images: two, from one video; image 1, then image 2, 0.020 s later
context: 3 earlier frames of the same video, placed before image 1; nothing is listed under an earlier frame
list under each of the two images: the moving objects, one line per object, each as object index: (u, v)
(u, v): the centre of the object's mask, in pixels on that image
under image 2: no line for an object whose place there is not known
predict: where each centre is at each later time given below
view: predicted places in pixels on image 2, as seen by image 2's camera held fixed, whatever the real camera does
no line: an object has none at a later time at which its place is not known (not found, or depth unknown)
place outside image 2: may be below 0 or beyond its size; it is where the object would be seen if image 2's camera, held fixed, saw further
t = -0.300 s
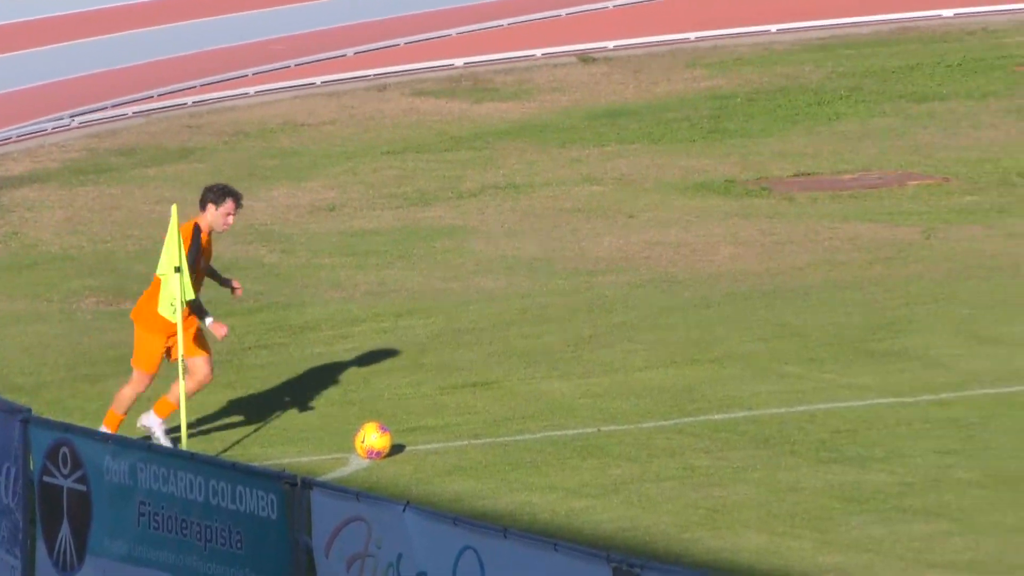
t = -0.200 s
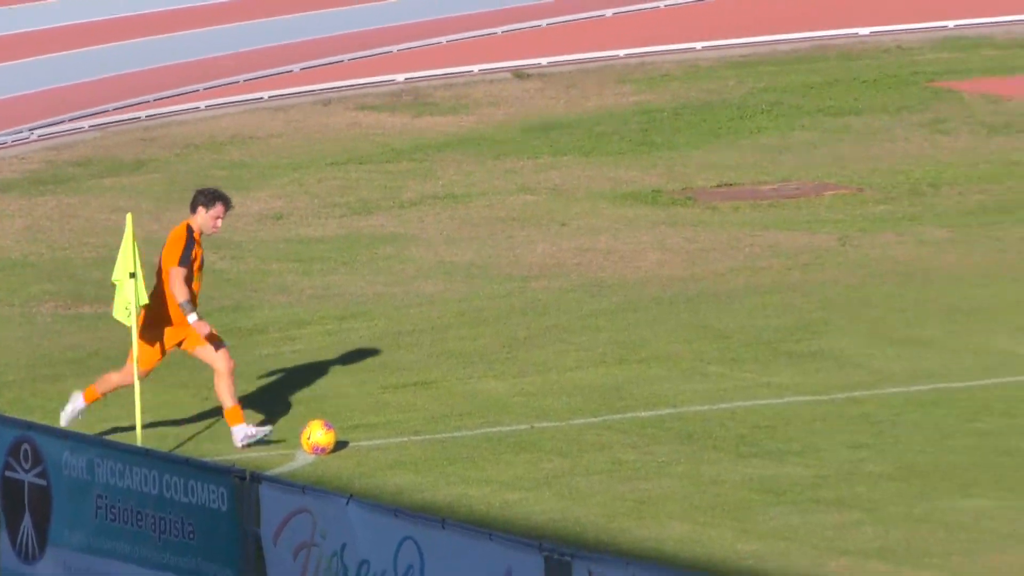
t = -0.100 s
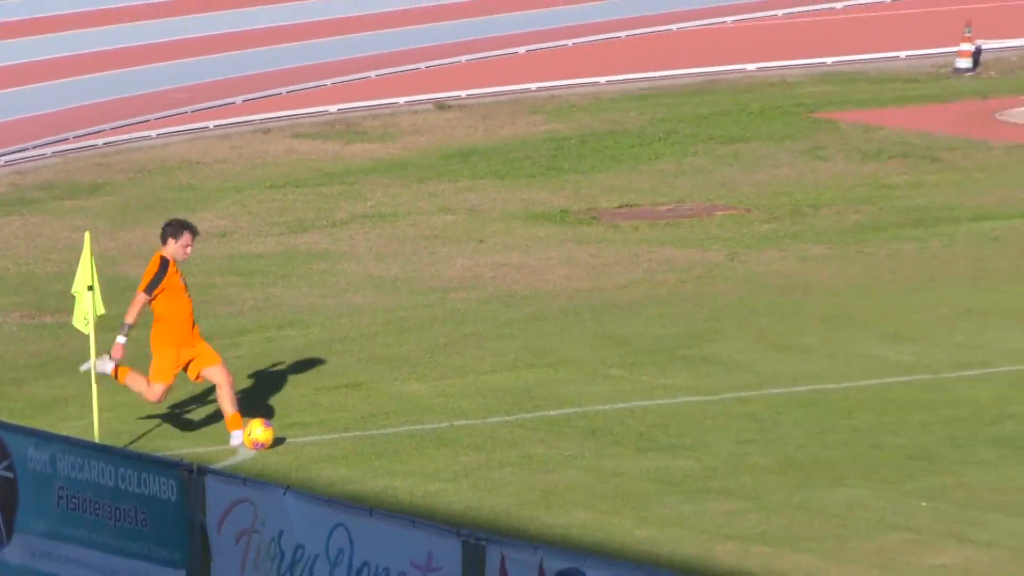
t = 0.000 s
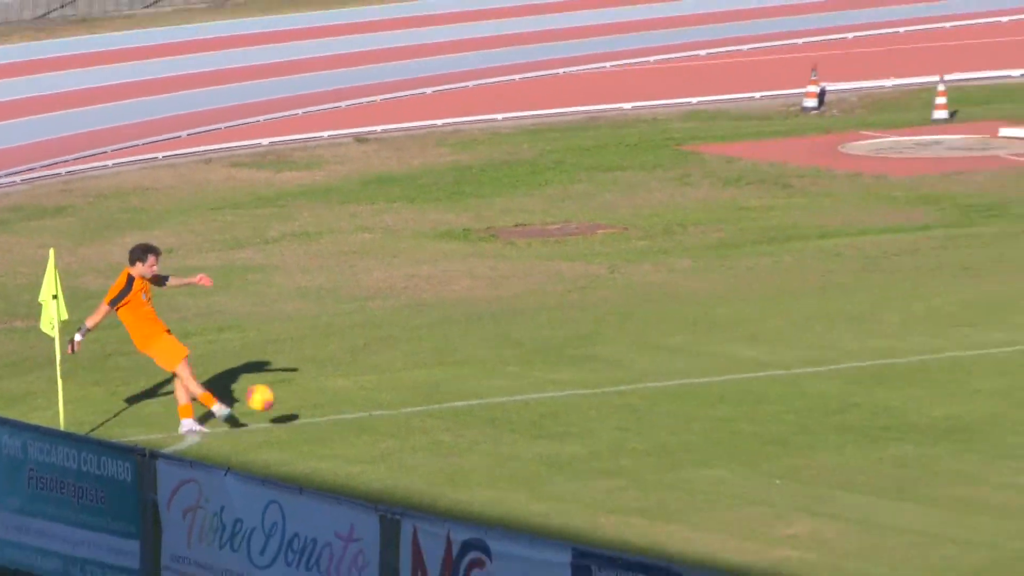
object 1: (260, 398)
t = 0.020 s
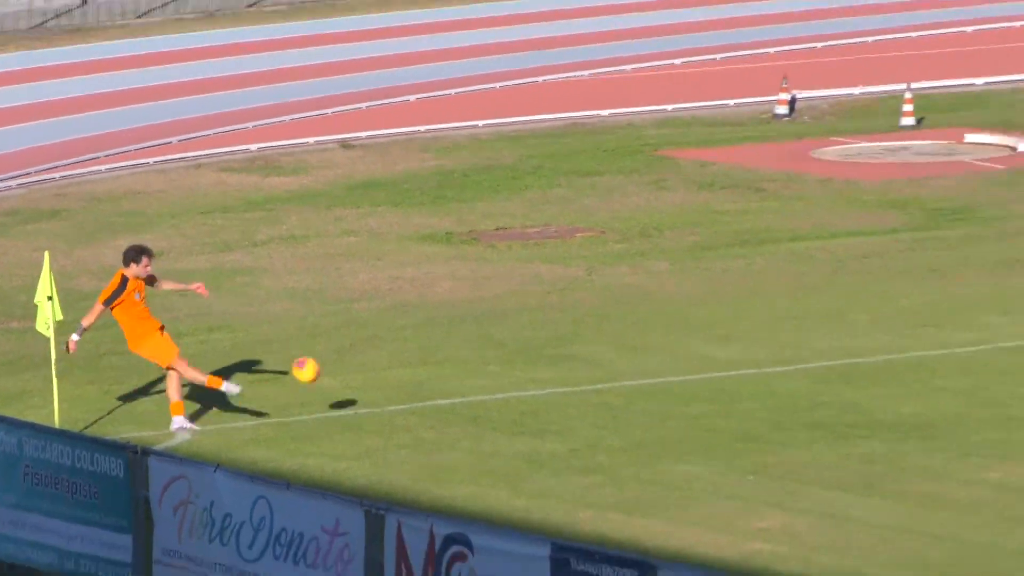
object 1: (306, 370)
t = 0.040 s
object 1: (362, 344)
